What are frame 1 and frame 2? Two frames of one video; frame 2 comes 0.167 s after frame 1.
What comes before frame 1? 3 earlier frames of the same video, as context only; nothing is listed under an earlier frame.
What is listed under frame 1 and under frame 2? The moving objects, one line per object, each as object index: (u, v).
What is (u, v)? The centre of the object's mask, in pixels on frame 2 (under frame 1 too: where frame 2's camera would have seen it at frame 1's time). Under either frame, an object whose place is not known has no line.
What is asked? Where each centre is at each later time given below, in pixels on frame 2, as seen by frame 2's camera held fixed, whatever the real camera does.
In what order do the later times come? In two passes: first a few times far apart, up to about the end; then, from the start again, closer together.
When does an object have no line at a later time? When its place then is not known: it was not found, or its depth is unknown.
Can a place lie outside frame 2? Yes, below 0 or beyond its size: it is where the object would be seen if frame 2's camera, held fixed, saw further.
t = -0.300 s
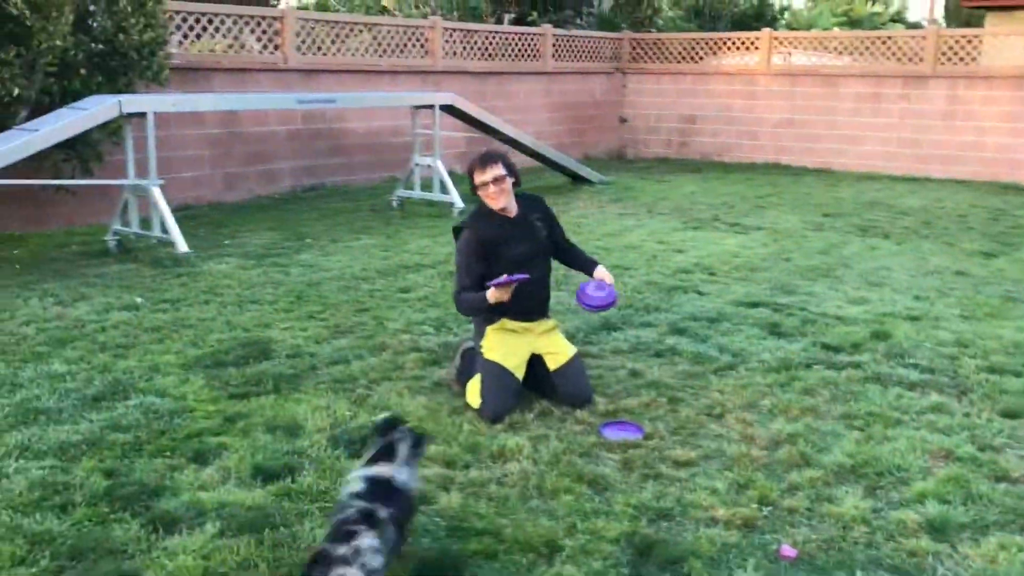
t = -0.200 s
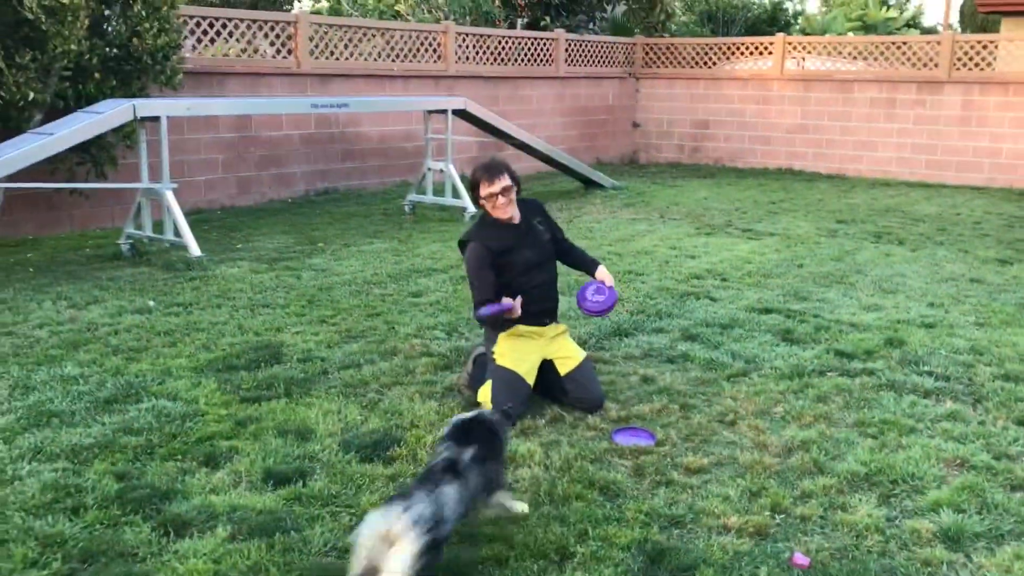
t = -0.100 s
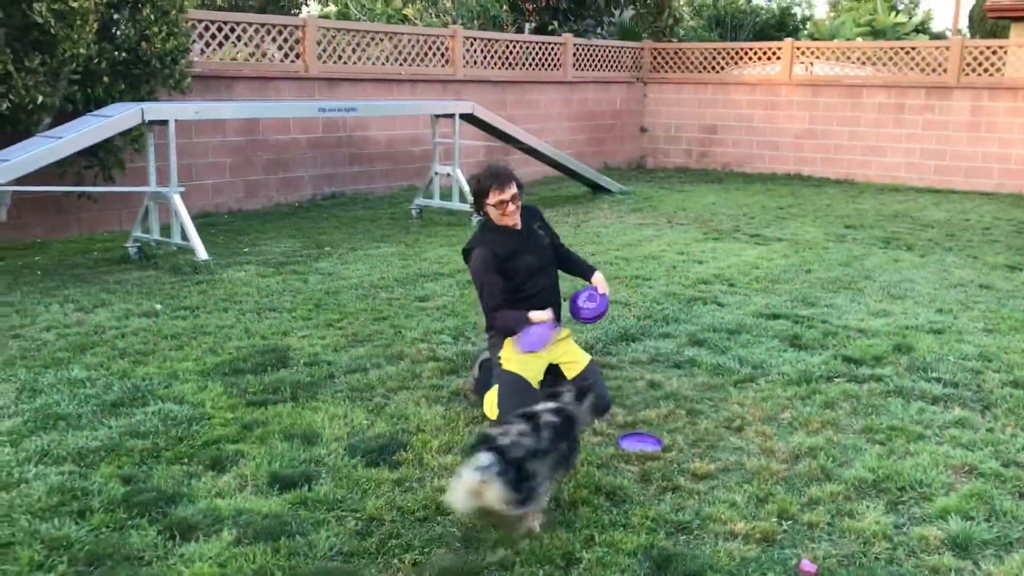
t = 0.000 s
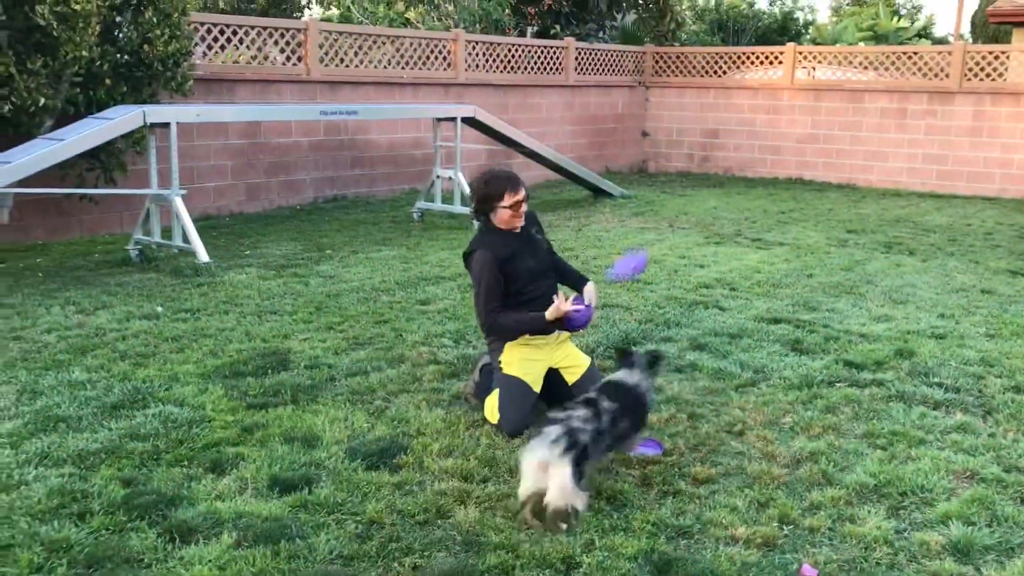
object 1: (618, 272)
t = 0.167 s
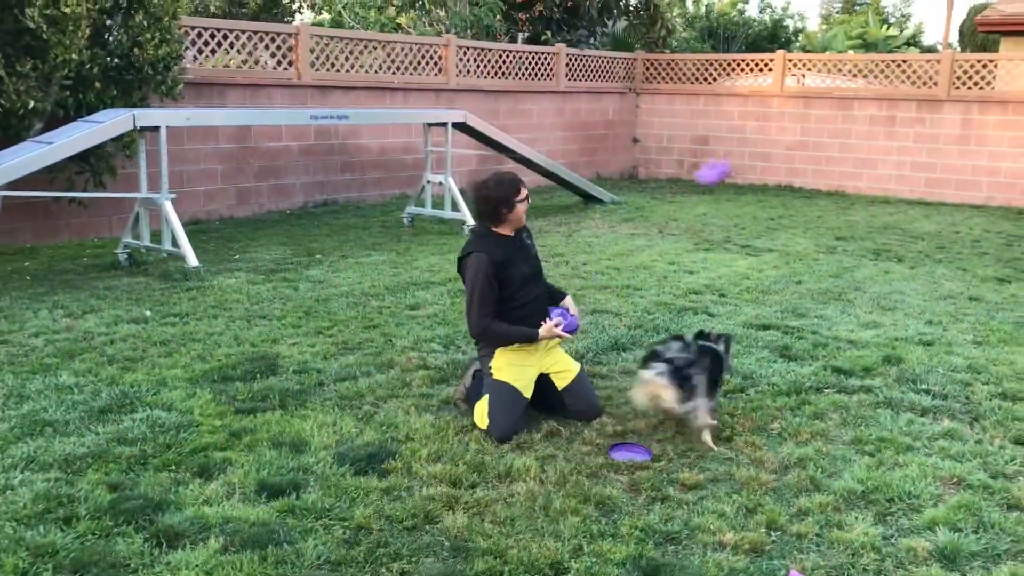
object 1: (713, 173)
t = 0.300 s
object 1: (763, 130)
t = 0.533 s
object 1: (824, 125)
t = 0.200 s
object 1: (728, 158)
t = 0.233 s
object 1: (740, 147)
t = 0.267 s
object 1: (752, 137)
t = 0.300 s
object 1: (763, 130)
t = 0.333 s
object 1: (774, 124)
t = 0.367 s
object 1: (783, 121)
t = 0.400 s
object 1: (792, 120)
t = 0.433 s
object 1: (801, 119)
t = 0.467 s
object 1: (808, 119)
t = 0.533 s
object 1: (824, 125)
